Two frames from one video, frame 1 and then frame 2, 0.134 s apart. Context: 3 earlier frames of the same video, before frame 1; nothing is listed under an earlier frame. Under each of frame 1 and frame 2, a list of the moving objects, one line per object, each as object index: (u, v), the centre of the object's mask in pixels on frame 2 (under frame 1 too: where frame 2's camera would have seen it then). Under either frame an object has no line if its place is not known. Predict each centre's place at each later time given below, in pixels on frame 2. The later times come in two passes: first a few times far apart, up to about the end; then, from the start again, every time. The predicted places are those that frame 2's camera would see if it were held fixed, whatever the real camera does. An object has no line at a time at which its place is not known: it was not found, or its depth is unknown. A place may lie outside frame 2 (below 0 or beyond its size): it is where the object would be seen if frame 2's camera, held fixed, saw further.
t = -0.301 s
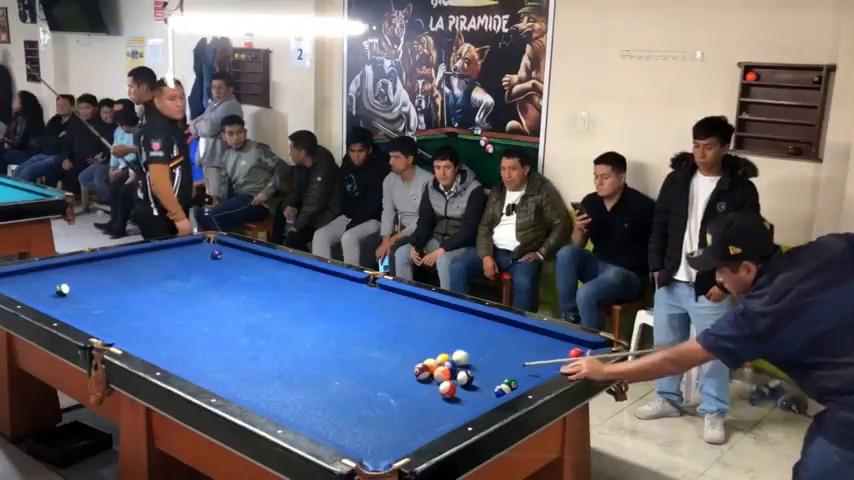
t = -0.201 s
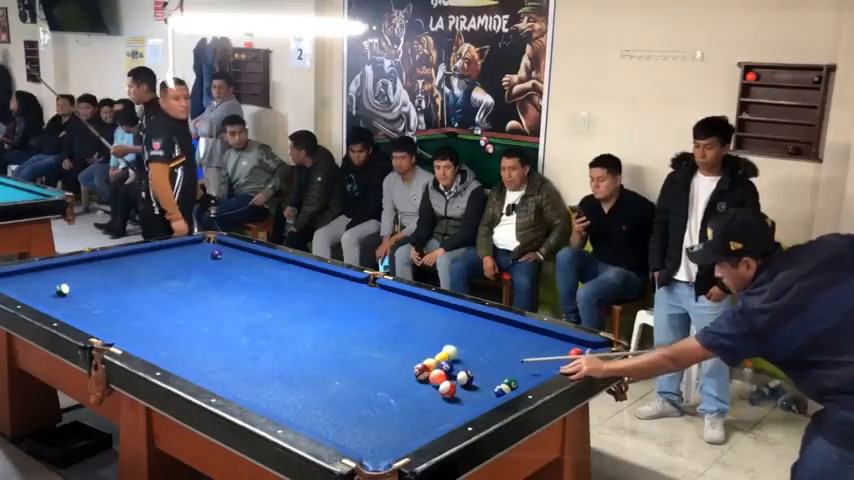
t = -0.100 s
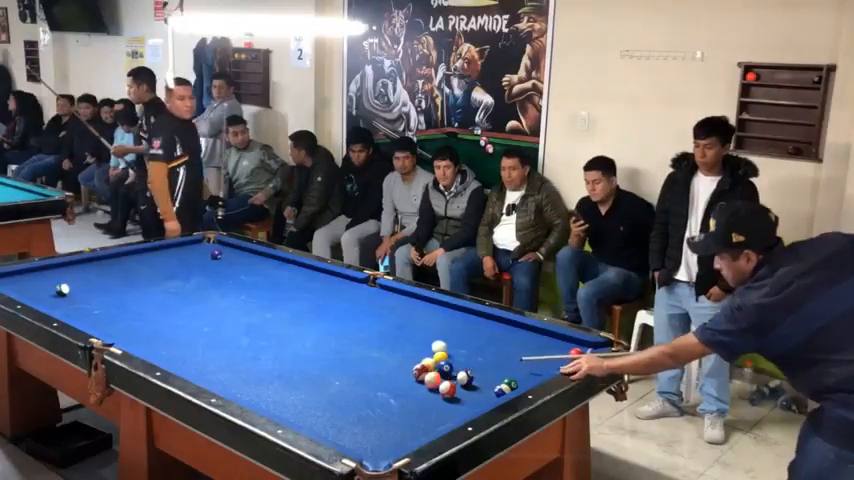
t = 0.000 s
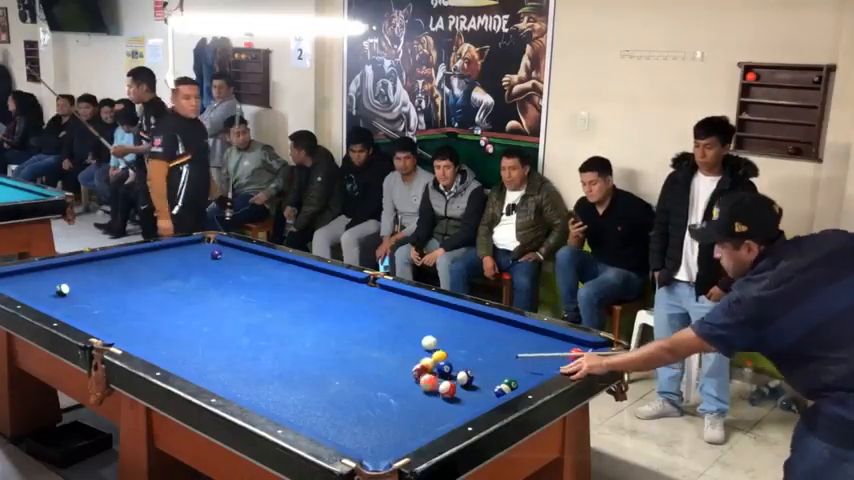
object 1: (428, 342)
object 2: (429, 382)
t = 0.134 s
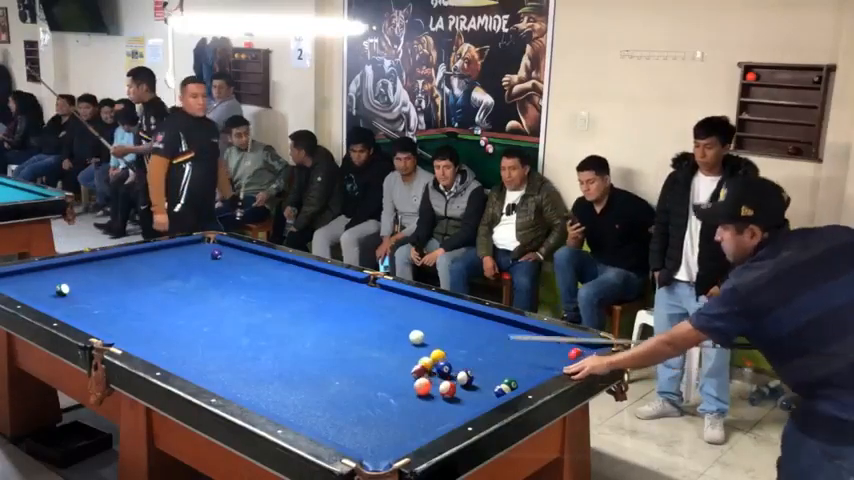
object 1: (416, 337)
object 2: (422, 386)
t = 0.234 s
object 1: (407, 333)
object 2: (418, 389)
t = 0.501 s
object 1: (385, 322)
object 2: (406, 395)
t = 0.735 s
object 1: (366, 314)
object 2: (396, 401)
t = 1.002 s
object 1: (348, 306)
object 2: (385, 407)
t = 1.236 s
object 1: (333, 299)
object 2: (376, 412)
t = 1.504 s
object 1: (317, 292)
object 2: (366, 418)
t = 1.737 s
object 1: (303, 286)
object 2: (358, 422)
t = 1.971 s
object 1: (291, 281)
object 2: (350, 426)
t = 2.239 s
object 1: (278, 276)
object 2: (344, 429)
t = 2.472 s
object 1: (268, 272)
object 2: (339, 432)
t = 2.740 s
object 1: (258, 267)
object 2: (338, 434)
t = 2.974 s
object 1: (249, 263)
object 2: (338, 434)
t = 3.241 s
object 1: (240, 260)
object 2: (338, 434)
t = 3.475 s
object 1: (233, 257)
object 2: (337, 434)
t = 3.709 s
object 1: (227, 254)
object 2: (337, 434)
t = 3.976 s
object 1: (226, 251)
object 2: (337, 434)
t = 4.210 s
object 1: (227, 249)
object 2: (337, 434)
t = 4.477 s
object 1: (227, 247)
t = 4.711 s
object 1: (227, 246)
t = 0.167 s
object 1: (413, 335)
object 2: (421, 387)
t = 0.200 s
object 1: (410, 334)
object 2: (419, 388)
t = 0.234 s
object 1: (407, 333)
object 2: (418, 389)
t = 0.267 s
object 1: (404, 331)
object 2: (416, 390)
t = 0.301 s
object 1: (401, 330)
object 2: (415, 391)
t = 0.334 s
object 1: (398, 329)
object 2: (414, 392)
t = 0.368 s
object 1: (395, 327)
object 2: (412, 392)
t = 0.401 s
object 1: (392, 326)
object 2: (411, 393)
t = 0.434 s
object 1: (390, 325)
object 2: (409, 394)
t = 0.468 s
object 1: (387, 323)
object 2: (407, 395)
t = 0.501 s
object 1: (385, 322)
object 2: (406, 395)
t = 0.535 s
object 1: (382, 321)
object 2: (405, 396)
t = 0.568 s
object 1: (379, 320)
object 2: (403, 397)
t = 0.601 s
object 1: (376, 319)
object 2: (402, 398)
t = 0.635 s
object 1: (374, 317)
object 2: (400, 398)
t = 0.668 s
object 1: (371, 316)
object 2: (399, 400)
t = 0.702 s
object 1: (369, 315)
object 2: (398, 400)
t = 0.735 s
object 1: (366, 314)
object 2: (396, 401)
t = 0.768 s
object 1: (364, 313)
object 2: (395, 402)
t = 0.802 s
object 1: (361, 312)
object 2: (393, 403)
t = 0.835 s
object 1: (359, 311)
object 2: (392, 403)
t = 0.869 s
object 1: (357, 310)
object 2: (391, 404)
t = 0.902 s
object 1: (354, 309)
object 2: (389, 405)
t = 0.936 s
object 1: (352, 308)
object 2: (388, 406)
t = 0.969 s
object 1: (350, 307)
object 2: (387, 407)
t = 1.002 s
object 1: (348, 306)
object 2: (385, 407)
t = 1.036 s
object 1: (345, 305)
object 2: (384, 408)
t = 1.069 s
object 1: (343, 304)
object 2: (383, 409)
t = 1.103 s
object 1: (341, 303)
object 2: (381, 410)
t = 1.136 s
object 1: (339, 302)
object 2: (380, 410)
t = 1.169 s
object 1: (337, 301)
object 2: (378, 411)
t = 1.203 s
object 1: (335, 300)
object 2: (377, 412)
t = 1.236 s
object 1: (333, 299)
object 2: (376, 412)
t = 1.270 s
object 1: (330, 298)
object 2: (374, 413)
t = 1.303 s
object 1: (328, 297)
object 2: (373, 414)
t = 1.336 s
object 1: (326, 296)
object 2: (372, 415)
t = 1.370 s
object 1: (324, 296)
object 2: (371, 415)
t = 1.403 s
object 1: (322, 295)
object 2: (370, 416)
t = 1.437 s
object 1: (320, 294)
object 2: (369, 417)
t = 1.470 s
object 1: (319, 293)
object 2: (367, 417)
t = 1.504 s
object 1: (317, 292)
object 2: (366, 418)
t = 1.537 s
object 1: (314, 291)
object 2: (365, 419)
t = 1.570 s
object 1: (313, 290)
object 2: (364, 419)
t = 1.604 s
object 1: (311, 290)
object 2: (363, 420)
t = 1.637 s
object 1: (309, 289)
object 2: (362, 420)
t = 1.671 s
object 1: (307, 288)
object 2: (360, 421)
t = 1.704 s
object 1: (305, 287)
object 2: (359, 421)
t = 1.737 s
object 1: (303, 286)
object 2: (358, 422)
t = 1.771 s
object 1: (302, 285)
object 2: (357, 423)
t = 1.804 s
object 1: (300, 285)
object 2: (356, 423)
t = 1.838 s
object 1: (298, 284)
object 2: (354, 424)
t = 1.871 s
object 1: (297, 283)
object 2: (353, 424)
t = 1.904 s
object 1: (295, 283)
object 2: (352, 425)
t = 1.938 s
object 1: (293, 282)
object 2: (351, 425)
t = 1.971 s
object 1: (291, 281)
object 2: (350, 426)
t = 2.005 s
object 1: (290, 280)
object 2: (350, 426)
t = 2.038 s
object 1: (288, 280)
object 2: (349, 427)
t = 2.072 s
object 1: (287, 279)
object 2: (348, 427)
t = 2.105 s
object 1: (285, 278)
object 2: (347, 428)
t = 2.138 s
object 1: (283, 278)
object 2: (346, 428)
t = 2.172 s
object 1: (282, 277)
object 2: (345, 429)
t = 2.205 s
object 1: (280, 276)
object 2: (345, 429)
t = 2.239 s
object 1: (278, 276)
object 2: (344, 429)
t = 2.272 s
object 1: (277, 275)
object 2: (343, 430)
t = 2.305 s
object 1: (276, 275)
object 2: (342, 430)
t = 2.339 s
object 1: (274, 274)
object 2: (342, 431)
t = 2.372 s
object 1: (273, 273)
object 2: (341, 431)
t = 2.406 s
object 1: (271, 273)
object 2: (340, 431)
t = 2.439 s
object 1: (270, 272)
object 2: (340, 431)
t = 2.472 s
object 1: (268, 272)
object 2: (339, 432)
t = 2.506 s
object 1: (267, 271)
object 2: (338, 432)
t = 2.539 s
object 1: (266, 270)
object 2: (338, 432)
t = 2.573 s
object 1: (264, 270)
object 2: (337, 433)
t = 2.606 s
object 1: (263, 269)
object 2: (337, 433)
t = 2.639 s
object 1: (262, 269)
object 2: (336, 433)
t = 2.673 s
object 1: (260, 268)
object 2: (336, 433)
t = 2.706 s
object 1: (259, 267)
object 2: (339, 434)
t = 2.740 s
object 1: (258, 267)
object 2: (338, 434)
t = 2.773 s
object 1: (256, 267)
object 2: (337, 434)
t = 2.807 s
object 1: (255, 266)
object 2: (337, 434)
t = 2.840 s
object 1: (254, 266)
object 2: (337, 434)
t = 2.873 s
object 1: (253, 265)
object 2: (337, 434)
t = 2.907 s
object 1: (251, 264)
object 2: (337, 434)
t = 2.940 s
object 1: (250, 264)
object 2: (338, 434)
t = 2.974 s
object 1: (249, 263)
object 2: (338, 434)
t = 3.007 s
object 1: (248, 263)
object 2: (338, 434)
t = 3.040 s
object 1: (247, 262)
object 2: (339, 434)
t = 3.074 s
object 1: (246, 262)
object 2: (339, 434)
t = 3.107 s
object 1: (244, 262)
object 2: (339, 434)
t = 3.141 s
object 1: (243, 261)
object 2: (339, 434)
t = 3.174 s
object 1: (242, 261)
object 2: (339, 434)
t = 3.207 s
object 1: (241, 260)
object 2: (338, 434)
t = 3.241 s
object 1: (240, 260)
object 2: (338, 434)
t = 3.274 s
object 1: (239, 259)
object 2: (338, 434)
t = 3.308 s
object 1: (238, 259)
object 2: (338, 434)
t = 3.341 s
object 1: (237, 258)
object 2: (338, 434)
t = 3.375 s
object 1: (236, 258)
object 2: (338, 434)
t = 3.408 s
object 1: (235, 257)
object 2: (337, 435)
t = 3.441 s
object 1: (234, 257)
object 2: (337, 434)
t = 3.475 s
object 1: (233, 257)
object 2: (337, 434)
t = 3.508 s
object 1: (232, 256)
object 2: (337, 434)
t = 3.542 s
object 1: (231, 256)
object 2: (337, 434)
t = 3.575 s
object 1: (230, 255)
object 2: (337, 434)
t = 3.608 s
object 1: (230, 255)
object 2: (337, 434)
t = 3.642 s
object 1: (229, 255)
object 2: (337, 434)
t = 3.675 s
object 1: (228, 254)
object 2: (337, 434)
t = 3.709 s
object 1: (227, 254)
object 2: (337, 434)
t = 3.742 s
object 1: (227, 254)
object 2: (337, 434)
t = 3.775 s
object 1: (227, 253)
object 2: (337, 434)
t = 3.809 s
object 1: (227, 253)
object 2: (337, 434)
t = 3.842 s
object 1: (227, 252)
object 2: (337, 434)
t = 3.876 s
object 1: (227, 252)
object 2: (337, 434)
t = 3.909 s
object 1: (226, 252)
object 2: (337, 434)
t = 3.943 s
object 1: (226, 251)
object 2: (337, 434)
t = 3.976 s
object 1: (226, 251)
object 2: (337, 434)
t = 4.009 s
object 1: (226, 251)
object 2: (337, 434)
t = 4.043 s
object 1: (226, 251)
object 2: (337, 434)
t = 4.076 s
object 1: (227, 250)
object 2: (337, 434)
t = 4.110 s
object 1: (226, 250)
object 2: (337, 434)
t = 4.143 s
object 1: (227, 250)
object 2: (337, 434)
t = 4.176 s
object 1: (227, 249)
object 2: (337, 434)
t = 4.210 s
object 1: (227, 249)
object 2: (337, 434)
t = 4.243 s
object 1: (227, 249)
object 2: (337, 434)
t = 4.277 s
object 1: (227, 249)
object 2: (337, 434)
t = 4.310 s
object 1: (227, 248)
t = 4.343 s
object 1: (227, 248)
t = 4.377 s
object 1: (227, 248)
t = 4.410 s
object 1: (227, 248)
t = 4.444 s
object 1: (227, 247)
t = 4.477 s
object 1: (227, 247)
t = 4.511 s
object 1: (227, 247)
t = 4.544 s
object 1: (227, 247)
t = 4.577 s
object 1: (227, 246)
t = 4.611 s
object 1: (227, 246)
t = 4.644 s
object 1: (227, 246)
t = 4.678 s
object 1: (227, 246)
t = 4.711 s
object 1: (227, 246)
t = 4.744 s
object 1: (226, 245)
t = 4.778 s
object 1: (227, 245)
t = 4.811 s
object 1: (227, 245)
